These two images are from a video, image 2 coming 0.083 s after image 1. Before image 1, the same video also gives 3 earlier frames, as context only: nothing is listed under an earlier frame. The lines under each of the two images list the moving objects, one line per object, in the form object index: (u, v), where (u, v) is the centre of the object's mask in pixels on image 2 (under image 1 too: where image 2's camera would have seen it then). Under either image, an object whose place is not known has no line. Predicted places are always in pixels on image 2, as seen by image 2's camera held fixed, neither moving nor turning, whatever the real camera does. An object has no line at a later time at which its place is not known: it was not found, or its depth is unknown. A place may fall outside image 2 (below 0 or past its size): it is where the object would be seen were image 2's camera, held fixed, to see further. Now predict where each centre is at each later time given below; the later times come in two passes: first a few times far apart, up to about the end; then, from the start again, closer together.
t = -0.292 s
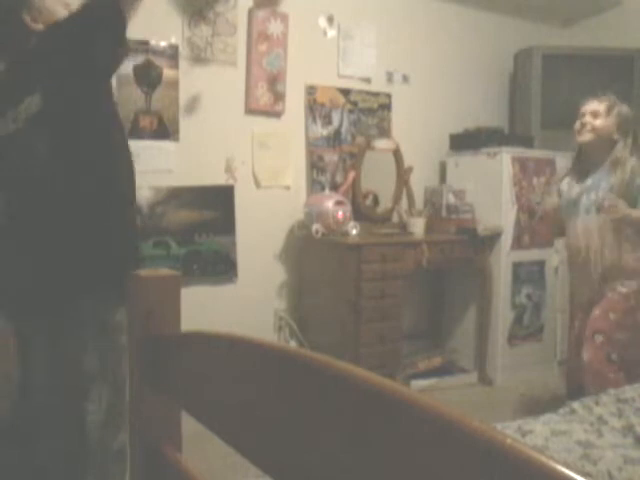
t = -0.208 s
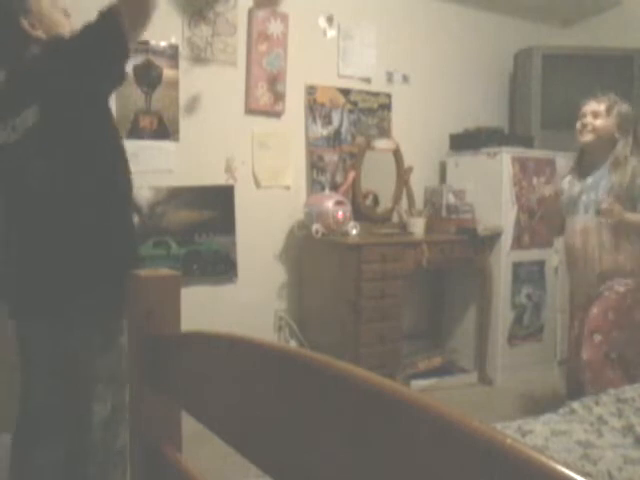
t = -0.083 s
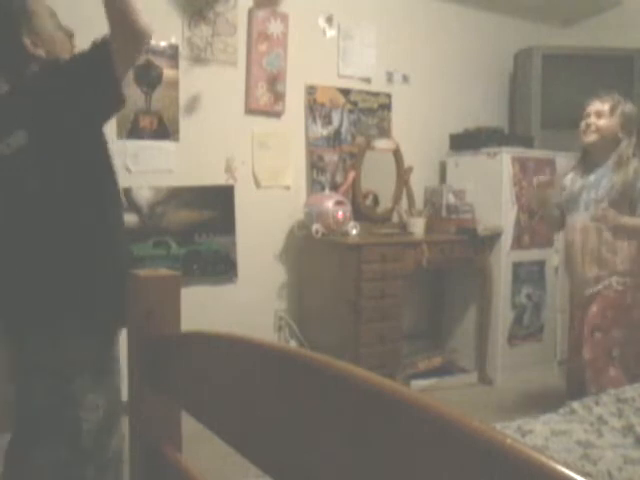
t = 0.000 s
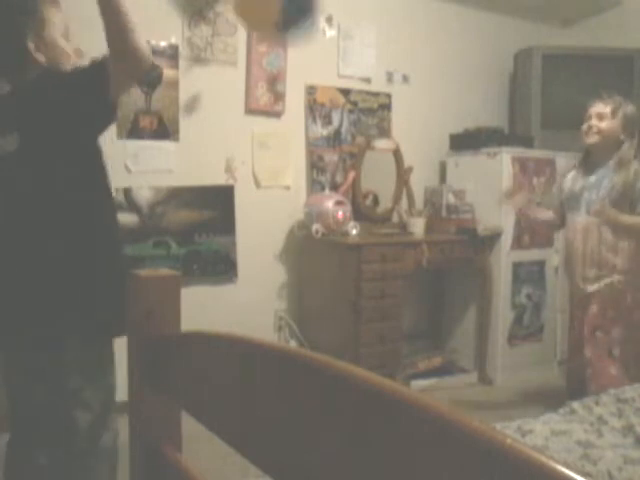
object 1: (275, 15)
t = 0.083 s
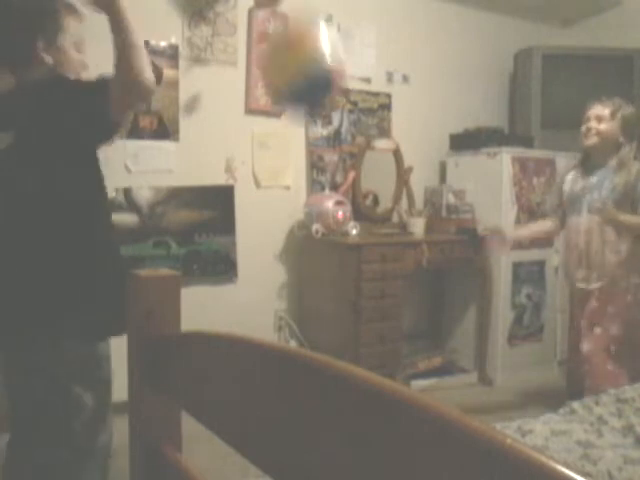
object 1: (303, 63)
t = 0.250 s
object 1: (343, 242)
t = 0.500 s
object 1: (385, 366)
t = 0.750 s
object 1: (422, 383)
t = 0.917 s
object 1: (447, 392)
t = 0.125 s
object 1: (315, 105)
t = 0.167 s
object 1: (325, 148)
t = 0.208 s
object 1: (334, 194)
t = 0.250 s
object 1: (343, 242)
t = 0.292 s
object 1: (350, 302)
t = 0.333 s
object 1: (359, 332)
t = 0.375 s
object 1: (373, 362)
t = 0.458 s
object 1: (383, 369)
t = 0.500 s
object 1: (385, 366)
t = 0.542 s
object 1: (390, 364)
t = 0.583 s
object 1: (395, 365)
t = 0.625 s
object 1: (401, 367)
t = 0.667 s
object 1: (408, 372)
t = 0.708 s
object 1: (415, 379)
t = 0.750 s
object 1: (422, 383)
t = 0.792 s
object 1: (428, 383)
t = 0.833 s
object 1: (433, 385)
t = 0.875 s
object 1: (439, 388)
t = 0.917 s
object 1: (447, 392)
